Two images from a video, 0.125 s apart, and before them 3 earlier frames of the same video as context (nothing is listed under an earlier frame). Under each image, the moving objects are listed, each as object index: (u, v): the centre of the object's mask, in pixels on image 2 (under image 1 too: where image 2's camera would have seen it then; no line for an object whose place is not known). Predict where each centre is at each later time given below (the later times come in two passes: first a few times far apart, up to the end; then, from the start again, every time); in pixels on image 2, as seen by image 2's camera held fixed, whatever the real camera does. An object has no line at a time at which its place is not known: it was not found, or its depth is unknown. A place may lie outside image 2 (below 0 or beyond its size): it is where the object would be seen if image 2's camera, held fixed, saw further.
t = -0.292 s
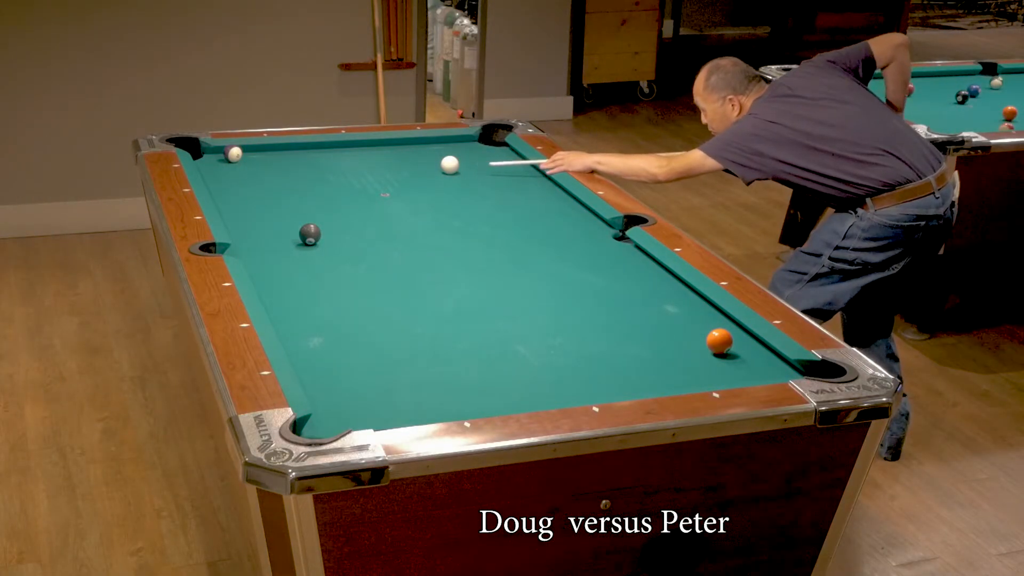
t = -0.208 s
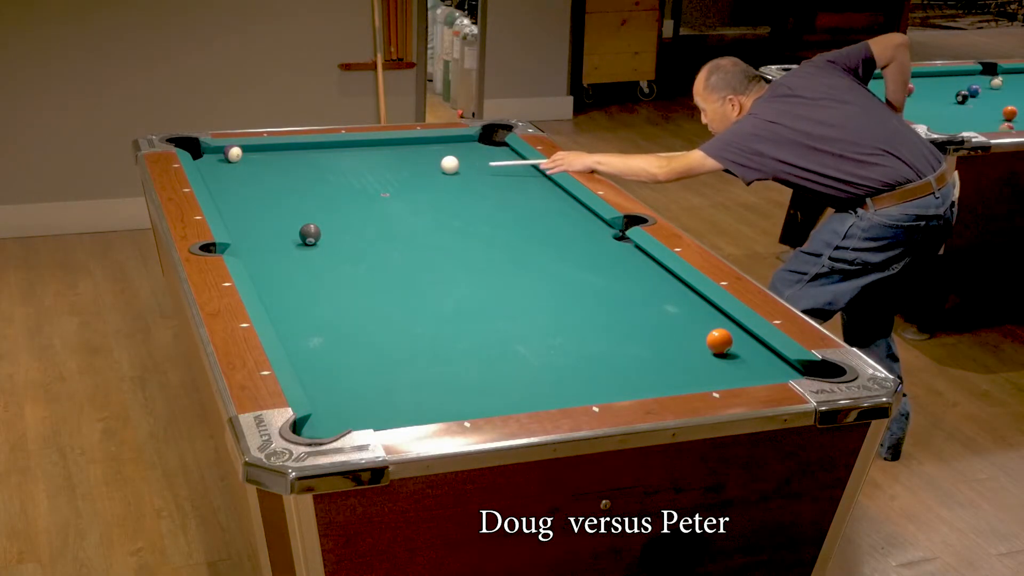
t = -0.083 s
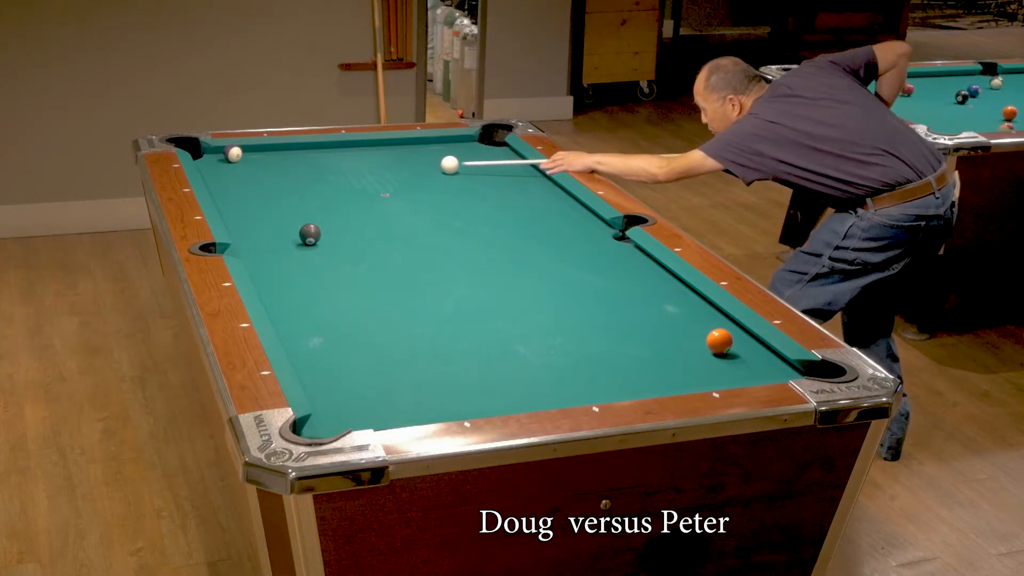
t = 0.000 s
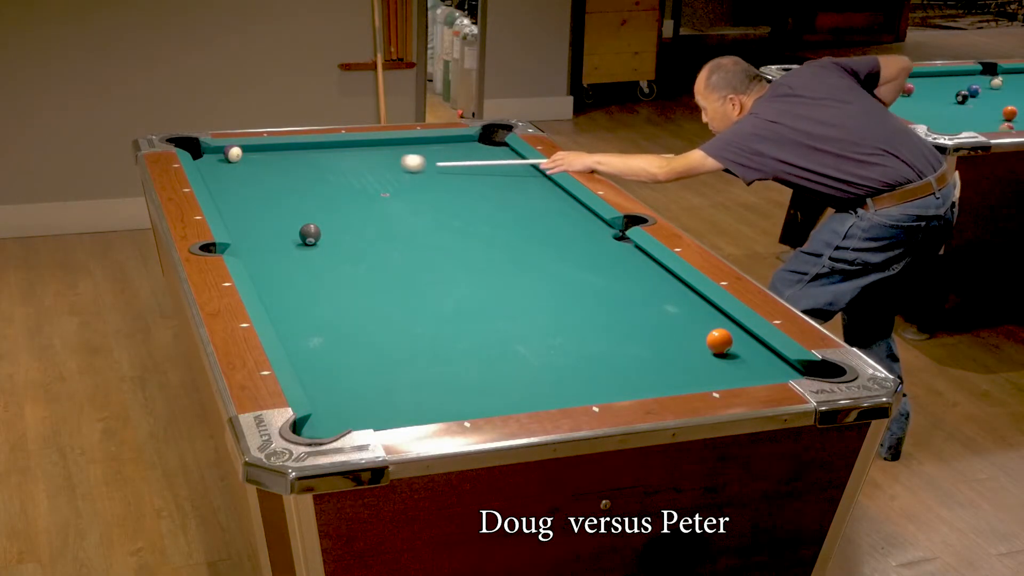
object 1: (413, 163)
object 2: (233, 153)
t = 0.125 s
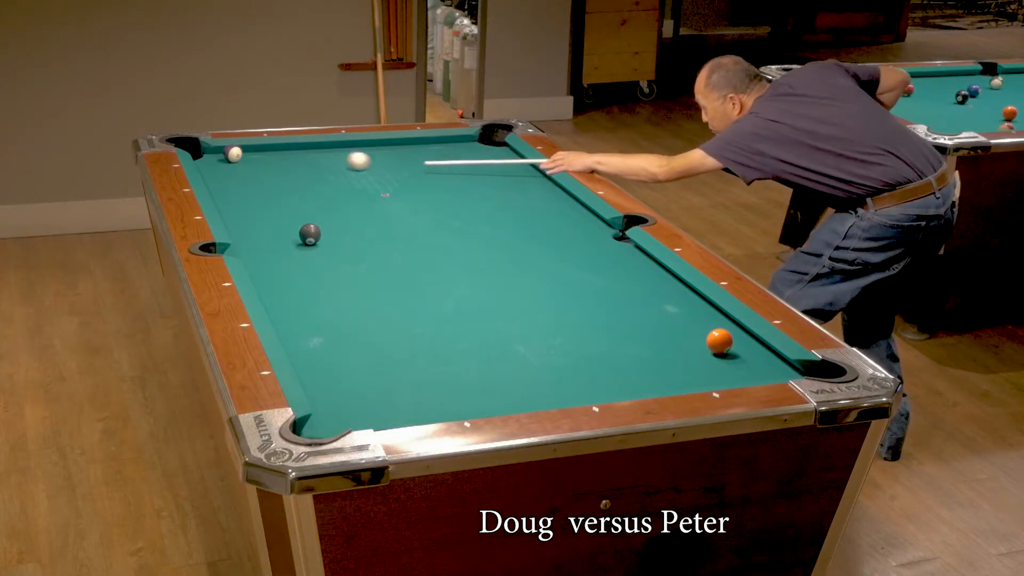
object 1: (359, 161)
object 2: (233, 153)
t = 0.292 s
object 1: (289, 158)
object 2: (233, 153)
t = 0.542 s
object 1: (216, 161)
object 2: (206, 150)
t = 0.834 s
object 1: (237, 167)
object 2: (210, 153)
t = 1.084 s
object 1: (271, 172)
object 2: (228, 154)
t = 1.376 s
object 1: (309, 176)
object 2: (245, 154)
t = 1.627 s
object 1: (341, 180)
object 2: (260, 153)
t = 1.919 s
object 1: (375, 185)
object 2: (274, 153)
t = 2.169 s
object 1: (403, 189)
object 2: (284, 153)
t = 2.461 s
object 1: (433, 193)
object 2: (293, 153)
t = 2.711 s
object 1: (457, 196)
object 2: (299, 153)
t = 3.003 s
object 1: (484, 200)
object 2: (304, 153)
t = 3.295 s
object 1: (508, 204)
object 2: (306, 153)
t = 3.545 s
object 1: (527, 207)
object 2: (307, 153)
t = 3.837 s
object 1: (547, 210)
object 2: (307, 153)
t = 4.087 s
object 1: (561, 213)
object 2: (307, 153)
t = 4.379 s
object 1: (576, 216)
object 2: (307, 153)
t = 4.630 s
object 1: (587, 218)
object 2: (307, 153)
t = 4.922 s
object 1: (596, 220)
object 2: (307, 153)
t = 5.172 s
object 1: (598, 222)
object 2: (307, 153)
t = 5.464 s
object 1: (599, 223)
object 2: (307, 153)
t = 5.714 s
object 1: (599, 224)
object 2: (307, 153)
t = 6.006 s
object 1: (599, 224)
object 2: (307, 153)
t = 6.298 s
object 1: (599, 224)
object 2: (307, 153)
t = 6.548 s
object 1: (599, 224)
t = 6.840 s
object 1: (598, 224)
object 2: (307, 153)
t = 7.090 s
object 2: (307, 153)
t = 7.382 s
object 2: (307, 153)
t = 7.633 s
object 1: (598, 224)
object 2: (307, 153)
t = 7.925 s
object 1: (599, 224)
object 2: (307, 153)
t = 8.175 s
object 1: (599, 224)
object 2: (307, 153)
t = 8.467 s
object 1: (599, 224)
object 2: (307, 153)
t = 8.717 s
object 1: (599, 224)
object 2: (307, 153)
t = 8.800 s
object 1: (599, 224)
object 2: (307, 153)
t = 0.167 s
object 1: (341, 160)
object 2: (233, 153)
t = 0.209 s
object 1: (324, 159)
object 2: (233, 154)
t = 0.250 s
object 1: (306, 159)
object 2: (233, 153)
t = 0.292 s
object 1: (289, 158)
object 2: (233, 153)
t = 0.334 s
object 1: (271, 157)
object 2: (233, 153)
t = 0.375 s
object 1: (254, 157)
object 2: (233, 154)
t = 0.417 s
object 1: (242, 157)
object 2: (227, 152)
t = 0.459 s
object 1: (235, 159)
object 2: (219, 150)
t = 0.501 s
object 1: (225, 160)
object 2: (212, 150)
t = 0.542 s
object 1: (216, 161)
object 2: (206, 150)
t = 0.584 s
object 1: (206, 162)
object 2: (205, 149)
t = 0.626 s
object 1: (207, 163)
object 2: (200, 150)
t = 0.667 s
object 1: (214, 164)
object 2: (197, 153)
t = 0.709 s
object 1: (219, 165)
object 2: (200, 153)
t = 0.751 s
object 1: (225, 166)
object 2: (203, 153)
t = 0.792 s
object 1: (232, 166)
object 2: (207, 153)
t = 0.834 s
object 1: (237, 167)
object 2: (210, 153)
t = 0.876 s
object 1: (243, 168)
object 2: (213, 153)
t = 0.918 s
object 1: (249, 169)
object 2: (217, 153)
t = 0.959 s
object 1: (254, 169)
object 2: (219, 153)
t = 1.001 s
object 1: (260, 170)
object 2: (222, 153)
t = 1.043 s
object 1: (266, 171)
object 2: (226, 154)
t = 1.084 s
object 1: (271, 172)
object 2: (228, 154)
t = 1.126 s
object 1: (277, 172)
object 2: (231, 154)
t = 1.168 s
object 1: (282, 173)
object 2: (233, 154)
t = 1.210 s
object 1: (288, 173)
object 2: (235, 154)
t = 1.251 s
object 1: (293, 174)
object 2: (238, 154)
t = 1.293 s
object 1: (299, 175)
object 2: (240, 154)
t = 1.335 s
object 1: (304, 175)
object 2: (242, 154)
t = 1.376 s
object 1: (309, 176)
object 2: (245, 154)
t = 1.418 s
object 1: (315, 177)
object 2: (248, 153)
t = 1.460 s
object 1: (320, 177)
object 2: (250, 153)
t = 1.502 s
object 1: (325, 178)
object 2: (252, 153)
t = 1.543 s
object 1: (330, 179)
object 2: (255, 153)
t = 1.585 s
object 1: (335, 180)
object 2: (257, 153)
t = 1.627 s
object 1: (341, 180)
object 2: (260, 153)
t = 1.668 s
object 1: (345, 181)
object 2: (262, 153)
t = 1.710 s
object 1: (350, 181)
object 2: (264, 153)
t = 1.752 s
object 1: (356, 182)
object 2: (267, 153)
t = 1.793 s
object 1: (360, 183)
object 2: (269, 153)
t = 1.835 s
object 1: (365, 183)
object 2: (270, 153)
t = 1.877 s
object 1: (370, 184)
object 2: (272, 153)
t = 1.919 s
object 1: (375, 185)
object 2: (274, 153)
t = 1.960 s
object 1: (380, 185)
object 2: (276, 153)
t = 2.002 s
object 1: (384, 186)
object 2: (277, 153)
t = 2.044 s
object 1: (389, 187)
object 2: (279, 153)
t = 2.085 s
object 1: (394, 187)
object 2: (281, 153)
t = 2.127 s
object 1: (398, 188)
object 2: (282, 153)
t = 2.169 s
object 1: (403, 189)
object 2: (284, 153)
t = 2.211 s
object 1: (407, 189)
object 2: (285, 153)
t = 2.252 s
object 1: (412, 190)
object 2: (287, 153)
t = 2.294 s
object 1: (416, 190)
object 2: (288, 153)
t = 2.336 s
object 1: (420, 191)
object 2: (289, 153)
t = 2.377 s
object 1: (424, 192)
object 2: (290, 153)
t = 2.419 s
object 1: (429, 192)
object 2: (292, 153)
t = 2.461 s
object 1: (433, 193)
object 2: (293, 153)
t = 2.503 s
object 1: (437, 193)
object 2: (294, 153)
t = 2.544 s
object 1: (441, 194)
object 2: (295, 153)
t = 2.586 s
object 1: (445, 194)
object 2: (296, 153)
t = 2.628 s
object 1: (449, 195)
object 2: (297, 153)
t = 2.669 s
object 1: (454, 196)
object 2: (298, 153)
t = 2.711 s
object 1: (457, 196)
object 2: (299, 153)
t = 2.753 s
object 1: (461, 197)
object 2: (300, 153)
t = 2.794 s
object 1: (465, 197)
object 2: (301, 153)
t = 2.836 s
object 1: (469, 198)
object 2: (301, 153)
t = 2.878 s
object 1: (473, 198)
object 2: (302, 153)
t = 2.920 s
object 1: (477, 199)
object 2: (302, 153)
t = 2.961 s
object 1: (480, 199)
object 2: (303, 153)
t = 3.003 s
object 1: (484, 200)
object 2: (304, 153)
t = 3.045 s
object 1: (488, 200)
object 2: (304, 153)
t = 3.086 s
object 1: (491, 201)
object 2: (304, 153)
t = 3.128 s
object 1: (495, 202)
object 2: (305, 153)
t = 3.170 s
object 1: (498, 202)
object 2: (305, 153)
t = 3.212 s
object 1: (501, 203)
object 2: (306, 153)
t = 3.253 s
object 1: (505, 203)
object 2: (306, 153)
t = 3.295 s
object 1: (508, 204)
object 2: (306, 153)
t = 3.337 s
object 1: (511, 204)
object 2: (306, 153)
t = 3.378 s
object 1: (514, 205)
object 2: (306, 153)
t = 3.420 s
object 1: (517, 205)
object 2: (306, 153)
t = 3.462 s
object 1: (521, 206)
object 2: (306, 153)
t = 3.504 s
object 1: (524, 206)
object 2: (306, 153)
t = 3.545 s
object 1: (527, 207)
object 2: (307, 153)
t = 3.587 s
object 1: (530, 208)
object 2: (307, 153)
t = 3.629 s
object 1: (533, 208)
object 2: (307, 153)
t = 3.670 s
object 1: (536, 209)
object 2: (307, 153)
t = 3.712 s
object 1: (539, 209)
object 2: (307, 153)
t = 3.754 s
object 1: (541, 209)
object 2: (307, 153)
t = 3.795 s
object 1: (544, 210)
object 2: (307, 153)
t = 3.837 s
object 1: (547, 210)
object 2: (307, 153)
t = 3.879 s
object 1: (549, 211)
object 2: (307, 153)
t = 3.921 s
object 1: (552, 211)
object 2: (307, 153)
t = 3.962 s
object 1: (554, 212)
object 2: (307, 153)
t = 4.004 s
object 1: (557, 212)
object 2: (307, 153)
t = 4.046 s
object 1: (559, 213)
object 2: (307, 153)
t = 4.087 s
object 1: (561, 213)
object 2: (307, 153)
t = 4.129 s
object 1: (564, 213)
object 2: (307, 153)
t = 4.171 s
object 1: (566, 214)
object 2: (307, 153)
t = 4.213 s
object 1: (568, 214)
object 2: (307, 153)
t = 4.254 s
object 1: (570, 215)
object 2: (307, 153)
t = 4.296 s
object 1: (572, 215)
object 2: (307, 153)
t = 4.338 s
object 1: (574, 215)
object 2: (307, 153)
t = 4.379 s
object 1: (576, 216)
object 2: (307, 153)
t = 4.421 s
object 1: (578, 216)
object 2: (307, 153)
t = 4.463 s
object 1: (580, 217)
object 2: (307, 153)
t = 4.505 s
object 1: (582, 217)
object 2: (307, 153)
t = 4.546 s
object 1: (583, 217)
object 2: (307, 153)
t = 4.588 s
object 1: (585, 218)
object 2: (307, 153)
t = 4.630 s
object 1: (587, 218)
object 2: (307, 153)
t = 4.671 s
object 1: (588, 218)
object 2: (307, 153)
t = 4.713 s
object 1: (589, 219)
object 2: (307, 153)
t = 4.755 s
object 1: (591, 219)
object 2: (307, 153)
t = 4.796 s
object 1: (592, 219)
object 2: (307, 153)
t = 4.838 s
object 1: (593, 220)
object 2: (307, 153)
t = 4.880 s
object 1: (595, 220)
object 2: (307, 153)
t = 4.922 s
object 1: (596, 220)
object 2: (307, 153)
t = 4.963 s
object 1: (597, 221)
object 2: (307, 153)
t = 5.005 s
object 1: (597, 221)
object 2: (307, 153)
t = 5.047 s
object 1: (597, 221)
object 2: (307, 153)
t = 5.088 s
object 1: (597, 222)
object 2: (307, 153)
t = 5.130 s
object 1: (598, 222)
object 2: (307, 153)
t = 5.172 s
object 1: (598, 222)
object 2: (307, 153)
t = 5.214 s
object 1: (598, 222)
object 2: (307, 153)
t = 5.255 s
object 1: (598, 222)
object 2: (307, 153)
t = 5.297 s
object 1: (598, 223)
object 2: (307, 153)
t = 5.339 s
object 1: (598, 223)
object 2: (307, 153)
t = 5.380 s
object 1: (599, 223)
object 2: (307, 153)
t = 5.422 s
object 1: (599, 223)
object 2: (307, 153)
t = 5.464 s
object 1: (599, 223)
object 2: (307, 153)
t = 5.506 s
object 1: (599, 223)
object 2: (307, 153)
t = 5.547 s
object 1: (599, 223)
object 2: (307, 153)
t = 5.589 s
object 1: (599, 223)
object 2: (307, 153)
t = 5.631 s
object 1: (599, 223)
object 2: (307, 153)
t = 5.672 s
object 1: (599, 223)
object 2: (307, 153)
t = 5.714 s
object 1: (599, 224)
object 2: (307, 153)
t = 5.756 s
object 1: (599, 224)
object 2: (307, 153)
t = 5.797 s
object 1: (599, 224)
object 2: (307, 153)
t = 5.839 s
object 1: (599, 224)
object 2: (307, 153)
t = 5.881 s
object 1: (599, 224)
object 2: (308, 153)
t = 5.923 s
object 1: (599, 224)
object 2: (307, 153)
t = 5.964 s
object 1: (599, 224)
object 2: (307, 153)
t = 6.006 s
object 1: (599, 224)
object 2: (307, 153)
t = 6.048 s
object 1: (599, 224)
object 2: (307, 153)
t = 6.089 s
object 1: (599, 224)
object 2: (307, 153)
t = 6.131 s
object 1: (599, 224)
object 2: (307, 153)
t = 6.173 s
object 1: (599, 224)
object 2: (307, 153)
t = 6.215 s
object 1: (599, 224)
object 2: (307, 153)
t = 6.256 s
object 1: (599, 224)
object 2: (307, 153)
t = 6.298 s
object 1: (599, 224)
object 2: (307, 153)
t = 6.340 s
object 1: (599, 224)
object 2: (307, 153)
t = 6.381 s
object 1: (599, 224)
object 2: (307, 153)
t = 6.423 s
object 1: (599, 223)
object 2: (307, 153)
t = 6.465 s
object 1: (599, 224)
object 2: (307, 153)
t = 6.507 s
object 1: (599, 224)
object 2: (309, 153)
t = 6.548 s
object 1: (599, 224)
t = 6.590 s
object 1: (599, 224)
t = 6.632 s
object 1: (599, 224)
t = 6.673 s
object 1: (599, 223)
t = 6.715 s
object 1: (598, 224)
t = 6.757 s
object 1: (599, 223)
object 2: (306, 154)
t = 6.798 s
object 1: (599, 224)
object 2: (307, 153)
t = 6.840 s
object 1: (598, 224)
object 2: (307, 153)
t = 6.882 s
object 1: (599, 224)
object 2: (307, 153)
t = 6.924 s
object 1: (595, 222)
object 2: (307, 153)
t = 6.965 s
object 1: (598, 224)
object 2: (307, 153)
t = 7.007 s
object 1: (599, 224)
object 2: (307, 153)
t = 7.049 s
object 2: (307, 153)
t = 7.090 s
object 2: (307, 153)
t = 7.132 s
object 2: (307, 153)
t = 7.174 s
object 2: (307, 153)
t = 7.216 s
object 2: (307, 153)
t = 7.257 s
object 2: (307, 153)
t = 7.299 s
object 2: (307, 153)
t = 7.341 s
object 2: (307, 153)
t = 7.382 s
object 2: (307, 153)
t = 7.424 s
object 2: (307, 153)
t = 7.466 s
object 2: (307, 153)
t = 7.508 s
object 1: (594, 220)
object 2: (307, 153)
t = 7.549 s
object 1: (598, 223)
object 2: (307, 153)
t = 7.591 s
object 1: (598, 224)
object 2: (307, 153)
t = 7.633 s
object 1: (598, 224)
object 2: (307, 153)
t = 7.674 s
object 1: (598, 224)
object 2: (307, 153)
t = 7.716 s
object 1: (599, 224)
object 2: (307, 153)
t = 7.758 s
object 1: (599, 224)
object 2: (307, 153)
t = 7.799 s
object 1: (599, 224)
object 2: (307, 153)
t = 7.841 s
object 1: (599, 224)
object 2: (307, 153)
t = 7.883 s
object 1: (599, 224)
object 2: (307, 153)
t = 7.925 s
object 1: (599, 224)
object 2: (307, 153)
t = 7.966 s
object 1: (599, 224)
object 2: (307, 153)
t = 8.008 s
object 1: (599, 223)
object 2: (307, 153)
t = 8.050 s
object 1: (599, 223)
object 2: (307, 153)
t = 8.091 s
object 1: (599, 224)
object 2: (307, 153)
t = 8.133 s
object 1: (599, 224)
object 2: (307, 153)
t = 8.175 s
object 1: (599, 224)
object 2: (307, 153)
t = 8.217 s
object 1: (599, 224)
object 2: (307, 153)
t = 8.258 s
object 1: (599, 224)
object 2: (307, 153)
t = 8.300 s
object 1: (599, 224)
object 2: (307, 153)
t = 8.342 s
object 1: (599, 224)
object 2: (307, 153)
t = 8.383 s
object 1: (599, 224)
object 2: (307, 153)
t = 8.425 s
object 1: (599, 224)
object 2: (307, 153)
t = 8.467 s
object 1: (599, 224)
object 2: (307, 153)
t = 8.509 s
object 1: (599, 224)
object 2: (307, 153)
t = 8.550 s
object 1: (599, 224)
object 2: (307, 153)
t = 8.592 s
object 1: (599, 224)
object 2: (307, 153)
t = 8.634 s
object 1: (599, 224)
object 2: (307, 153)
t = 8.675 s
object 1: (599, 224)
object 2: (307, 153)
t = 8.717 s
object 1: (599, 224)
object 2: (307, 153)
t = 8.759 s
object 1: (599, 224)
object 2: (307, 153)
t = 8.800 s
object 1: (599, 224)
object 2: (307, 153)
